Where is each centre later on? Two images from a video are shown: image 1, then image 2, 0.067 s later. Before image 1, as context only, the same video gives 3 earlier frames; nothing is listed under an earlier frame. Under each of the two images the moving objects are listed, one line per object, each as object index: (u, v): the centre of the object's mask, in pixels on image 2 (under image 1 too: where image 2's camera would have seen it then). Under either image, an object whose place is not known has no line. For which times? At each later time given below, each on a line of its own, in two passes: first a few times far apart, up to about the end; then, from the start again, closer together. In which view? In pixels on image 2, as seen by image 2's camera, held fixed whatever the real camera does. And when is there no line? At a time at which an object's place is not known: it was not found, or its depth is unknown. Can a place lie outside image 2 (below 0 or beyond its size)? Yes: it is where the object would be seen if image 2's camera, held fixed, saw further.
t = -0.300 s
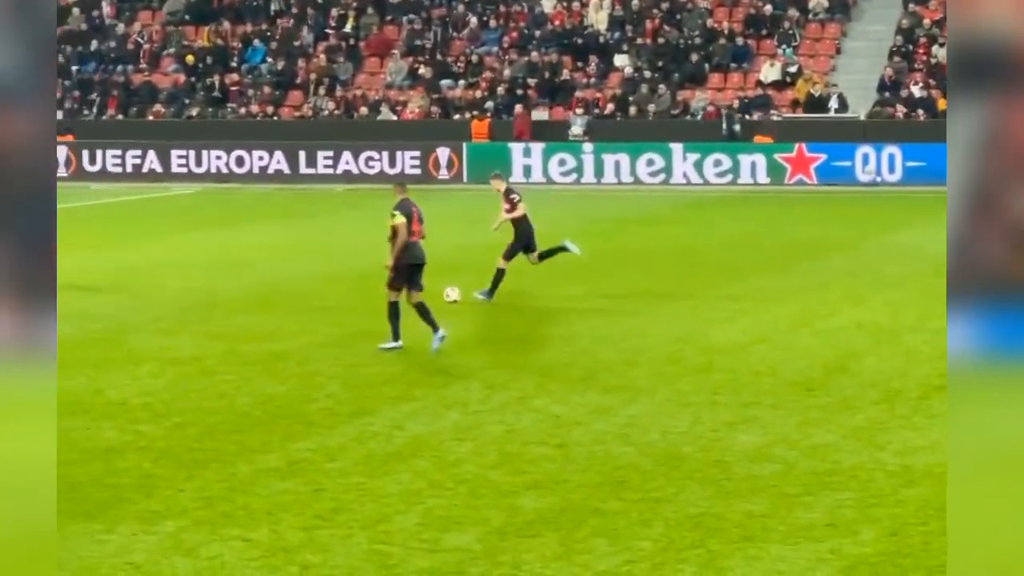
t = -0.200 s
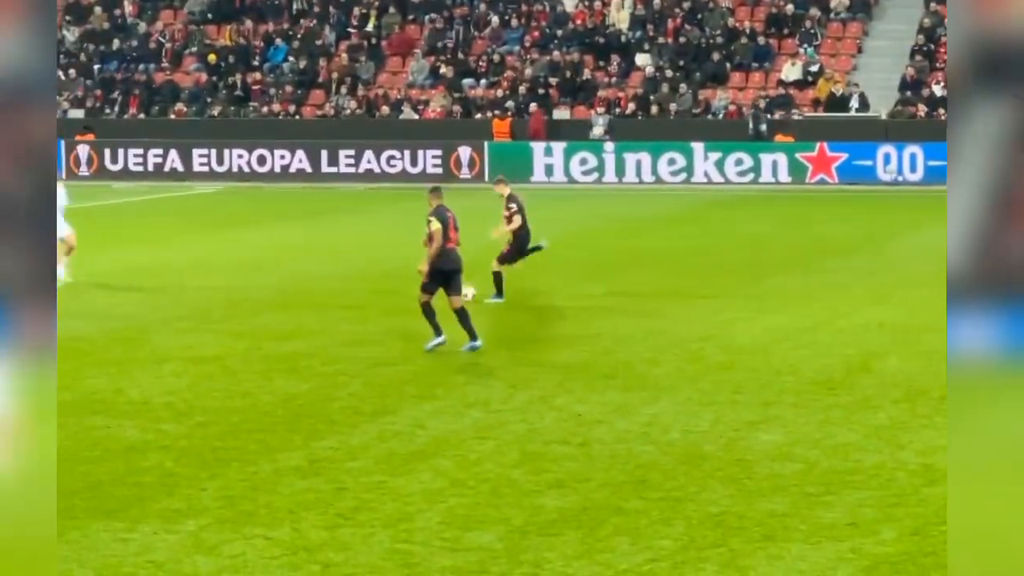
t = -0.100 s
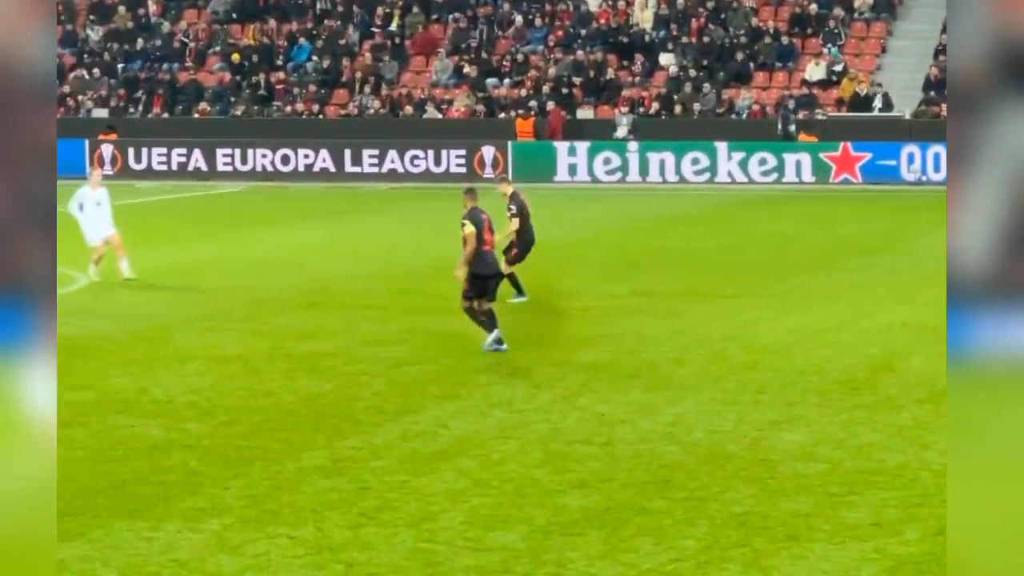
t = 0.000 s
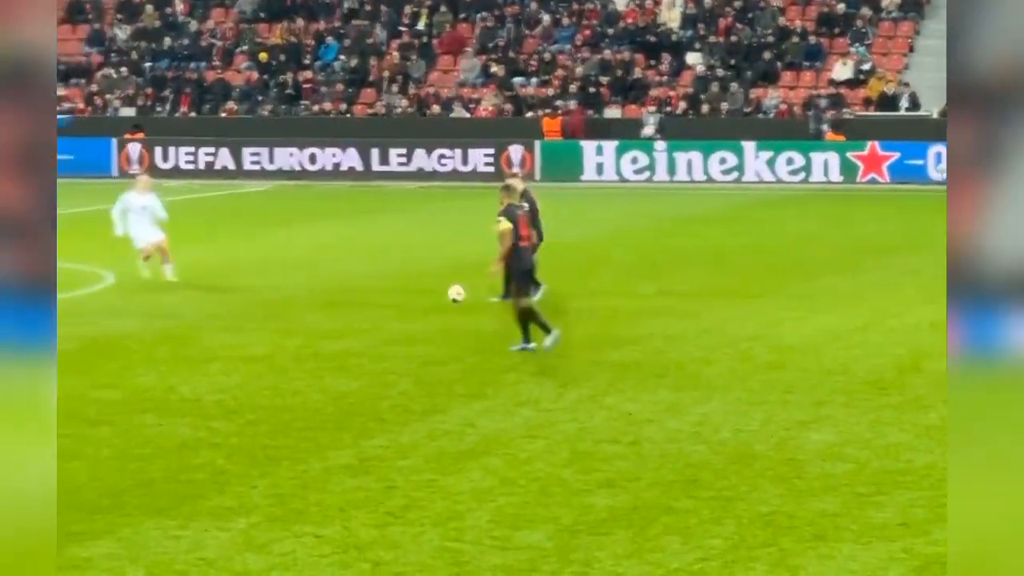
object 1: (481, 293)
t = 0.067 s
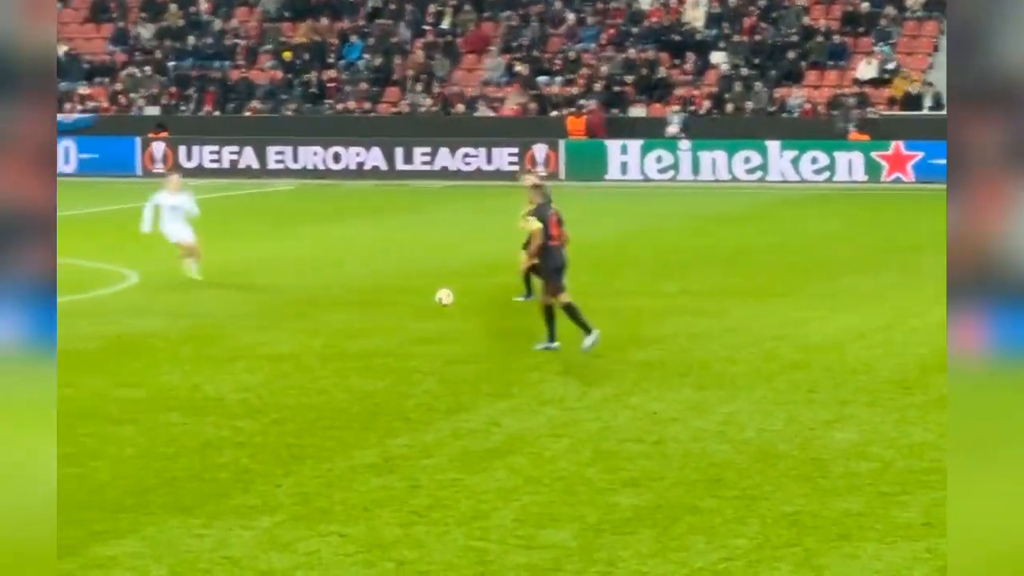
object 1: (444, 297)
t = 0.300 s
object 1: (321, 329)
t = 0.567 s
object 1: (188, 359)
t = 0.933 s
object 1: (15, 404)
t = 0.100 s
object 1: (427, 300)
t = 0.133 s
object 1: (408, 305)
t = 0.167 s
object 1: (391, 309)
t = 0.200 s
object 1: (373, 315)
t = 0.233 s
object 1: (355, 321)
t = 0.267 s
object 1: (338, 328)
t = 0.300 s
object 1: (321, 329)
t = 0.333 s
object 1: (305, 330)
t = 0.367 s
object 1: (288, 332)
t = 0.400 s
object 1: (271, 336)
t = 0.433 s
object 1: (254, 340)
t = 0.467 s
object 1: (238, 345)
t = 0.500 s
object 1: (221, 352)
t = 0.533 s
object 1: (204, 358)
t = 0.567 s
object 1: (188, 359)
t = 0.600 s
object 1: (173, 361)
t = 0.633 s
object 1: (157, 363)
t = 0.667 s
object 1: (141, 368)
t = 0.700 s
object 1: (125, 372)
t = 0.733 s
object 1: (109, 379)
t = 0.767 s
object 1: (93, 386)
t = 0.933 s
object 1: (15, 404)
